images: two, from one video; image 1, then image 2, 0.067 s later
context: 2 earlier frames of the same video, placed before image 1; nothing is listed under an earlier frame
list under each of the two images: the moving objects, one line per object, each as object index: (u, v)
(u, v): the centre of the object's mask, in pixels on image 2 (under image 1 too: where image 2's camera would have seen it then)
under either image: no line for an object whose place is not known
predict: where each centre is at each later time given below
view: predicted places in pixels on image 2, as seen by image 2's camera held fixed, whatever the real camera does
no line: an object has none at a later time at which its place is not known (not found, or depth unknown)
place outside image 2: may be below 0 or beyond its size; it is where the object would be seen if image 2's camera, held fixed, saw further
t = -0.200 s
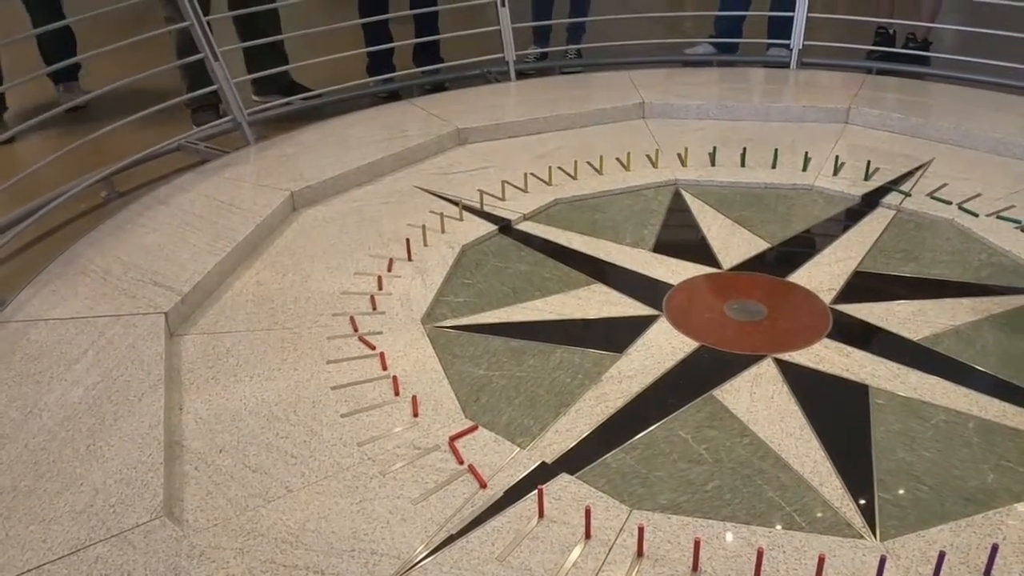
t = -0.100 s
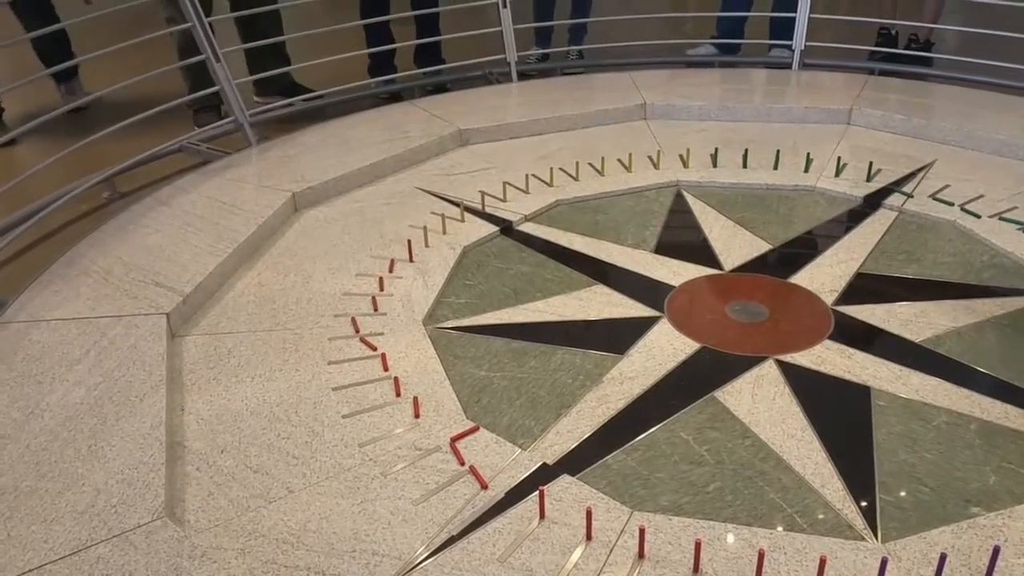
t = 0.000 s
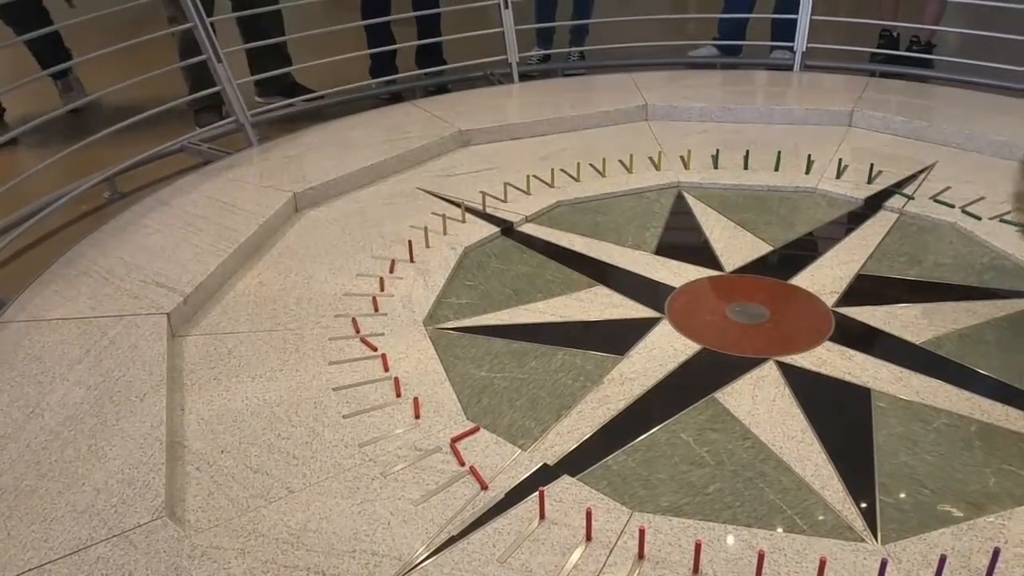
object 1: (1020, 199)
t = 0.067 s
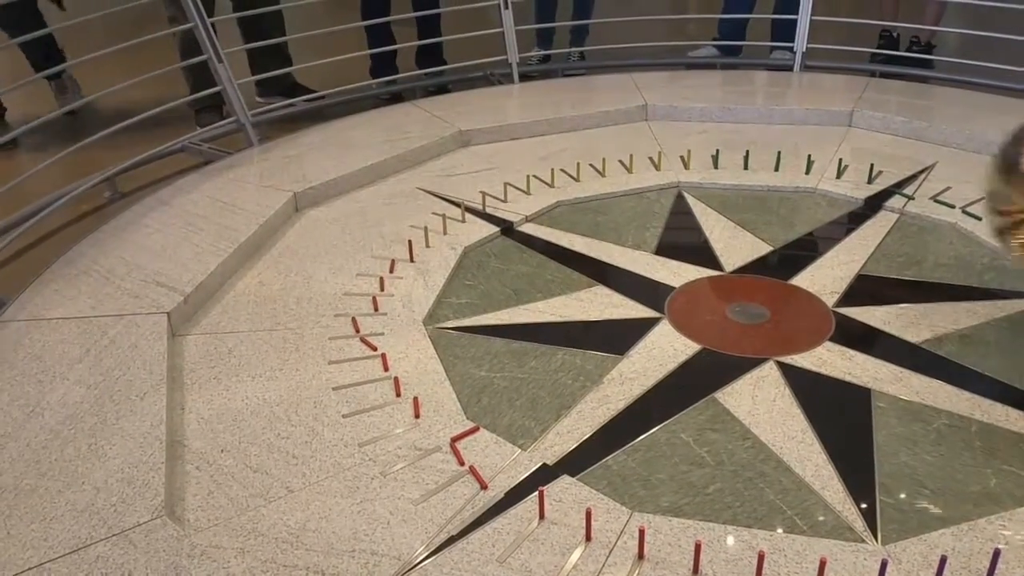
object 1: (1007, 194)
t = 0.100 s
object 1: (1002, 193)
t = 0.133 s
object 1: (997, 195)
